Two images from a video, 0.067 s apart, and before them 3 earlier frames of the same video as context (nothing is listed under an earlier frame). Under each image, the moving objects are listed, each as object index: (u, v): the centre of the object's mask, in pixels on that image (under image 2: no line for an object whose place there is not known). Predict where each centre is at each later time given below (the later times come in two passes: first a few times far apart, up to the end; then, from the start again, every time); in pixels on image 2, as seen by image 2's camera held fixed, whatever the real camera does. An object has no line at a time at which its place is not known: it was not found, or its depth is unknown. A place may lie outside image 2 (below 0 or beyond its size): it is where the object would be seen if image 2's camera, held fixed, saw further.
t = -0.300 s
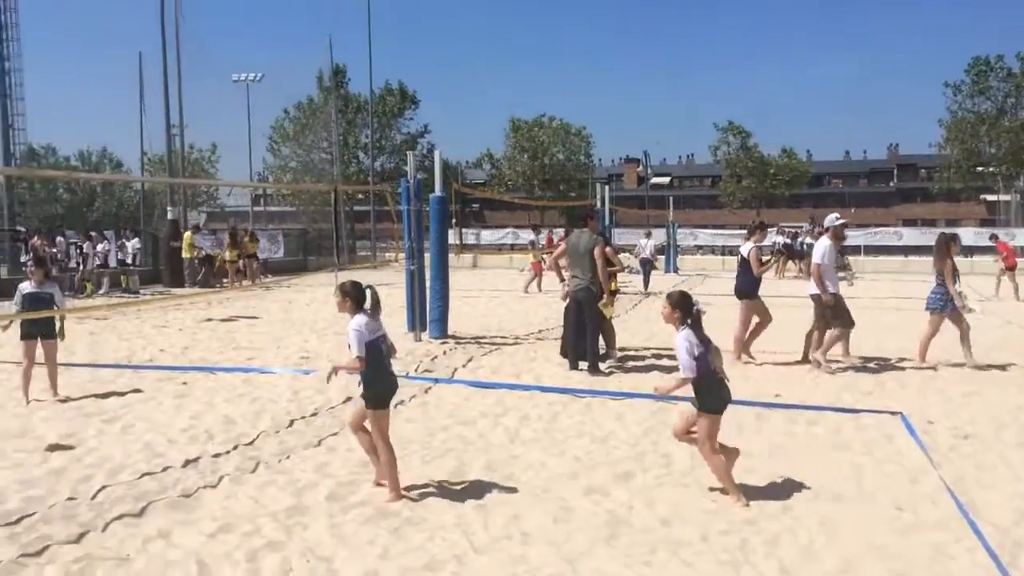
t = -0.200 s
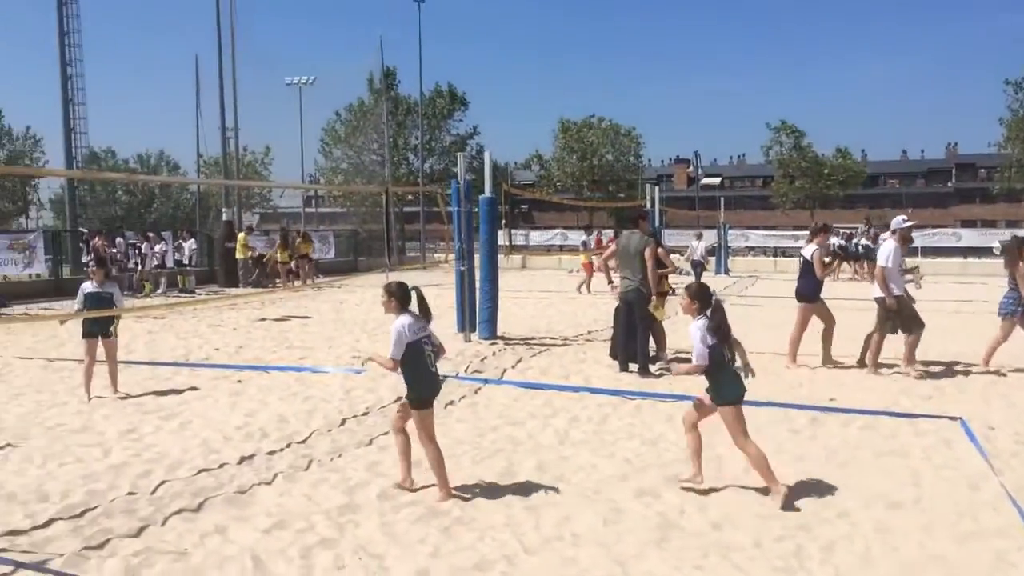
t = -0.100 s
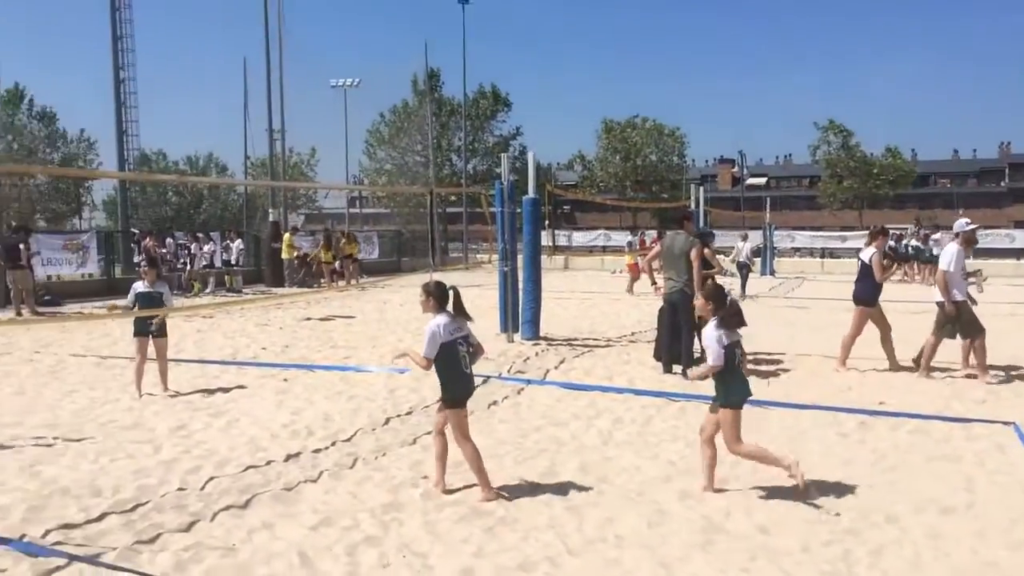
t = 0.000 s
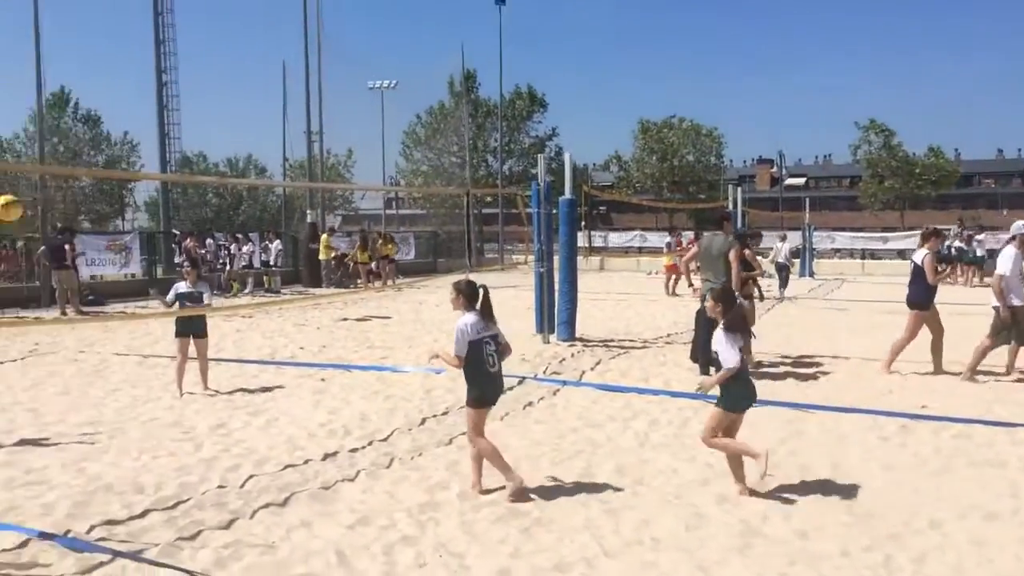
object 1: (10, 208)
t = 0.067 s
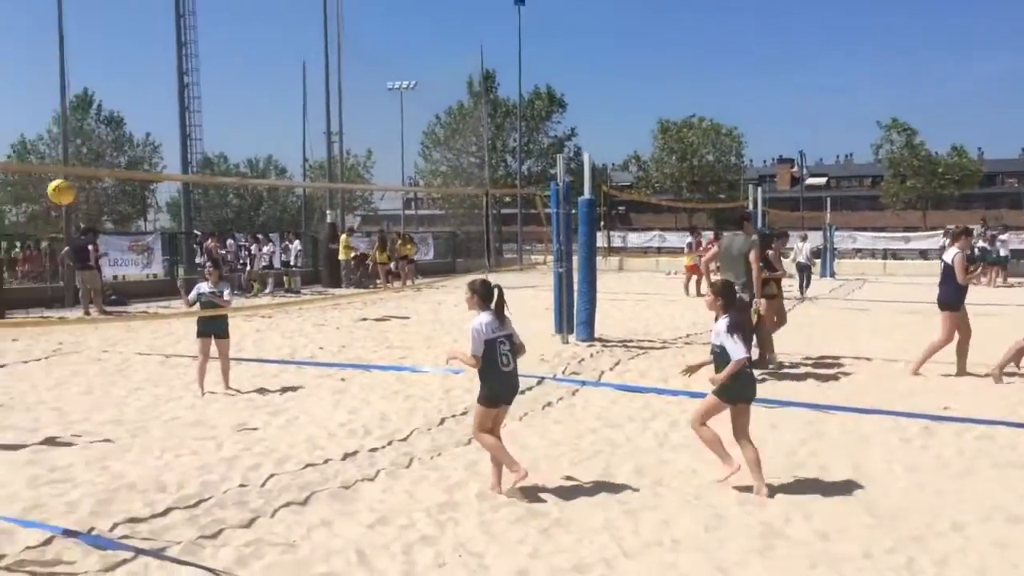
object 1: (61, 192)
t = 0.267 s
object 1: (143, 172)
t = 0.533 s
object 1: (242, 218)
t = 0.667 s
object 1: (288, 268)
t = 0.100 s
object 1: (75, 186)
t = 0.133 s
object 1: (88, 184)
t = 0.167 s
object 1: (103, 178)
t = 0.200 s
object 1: (116, 177)
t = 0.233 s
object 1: (129, 172)
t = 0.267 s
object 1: (143, 172)
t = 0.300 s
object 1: (157, 173)
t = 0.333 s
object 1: (169, 170)
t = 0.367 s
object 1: (182, 183)
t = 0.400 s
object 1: (194, 189)
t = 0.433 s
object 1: (206, 193)
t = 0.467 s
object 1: (218, 200)
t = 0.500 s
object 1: (230, 209)
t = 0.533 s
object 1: (242, 218)
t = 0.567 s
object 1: (254, 229)
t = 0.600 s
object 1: (265, 241)
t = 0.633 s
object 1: (277, 253)
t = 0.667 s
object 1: (288, 268)
